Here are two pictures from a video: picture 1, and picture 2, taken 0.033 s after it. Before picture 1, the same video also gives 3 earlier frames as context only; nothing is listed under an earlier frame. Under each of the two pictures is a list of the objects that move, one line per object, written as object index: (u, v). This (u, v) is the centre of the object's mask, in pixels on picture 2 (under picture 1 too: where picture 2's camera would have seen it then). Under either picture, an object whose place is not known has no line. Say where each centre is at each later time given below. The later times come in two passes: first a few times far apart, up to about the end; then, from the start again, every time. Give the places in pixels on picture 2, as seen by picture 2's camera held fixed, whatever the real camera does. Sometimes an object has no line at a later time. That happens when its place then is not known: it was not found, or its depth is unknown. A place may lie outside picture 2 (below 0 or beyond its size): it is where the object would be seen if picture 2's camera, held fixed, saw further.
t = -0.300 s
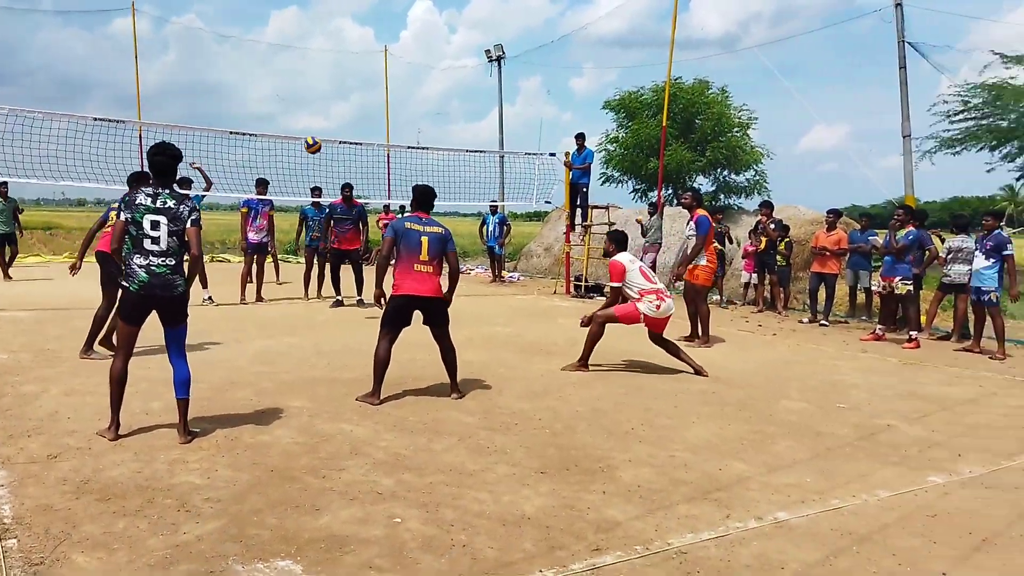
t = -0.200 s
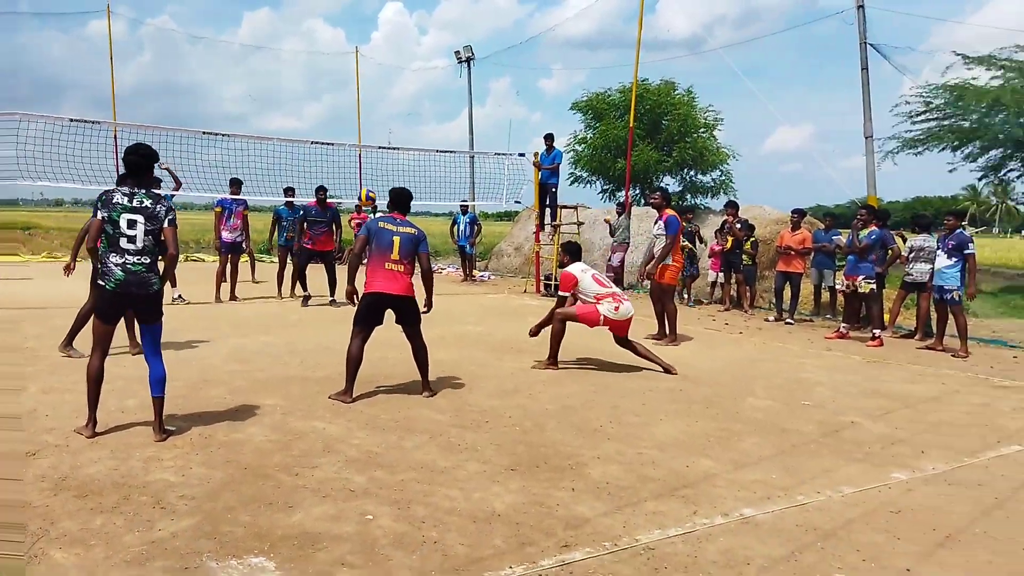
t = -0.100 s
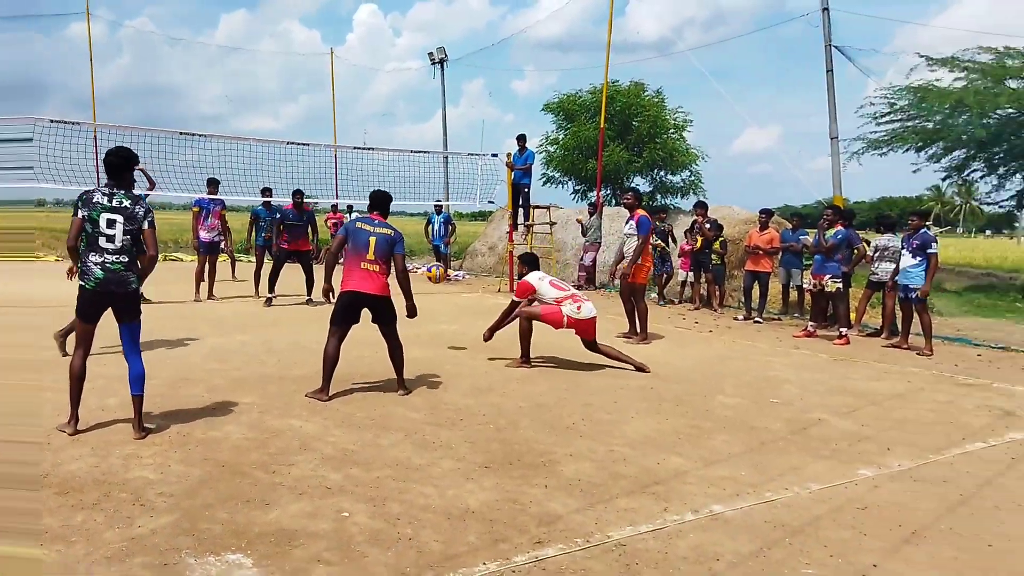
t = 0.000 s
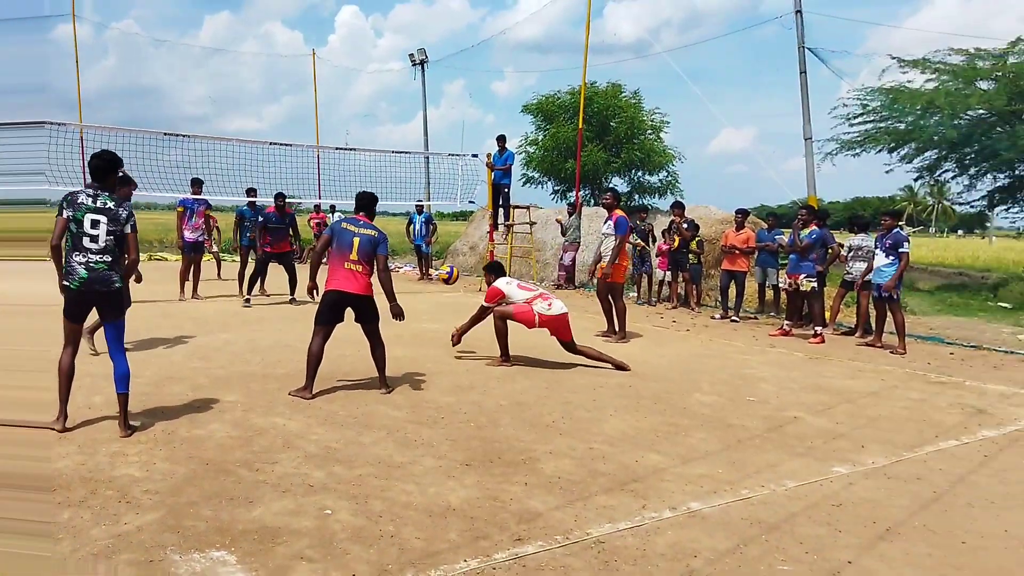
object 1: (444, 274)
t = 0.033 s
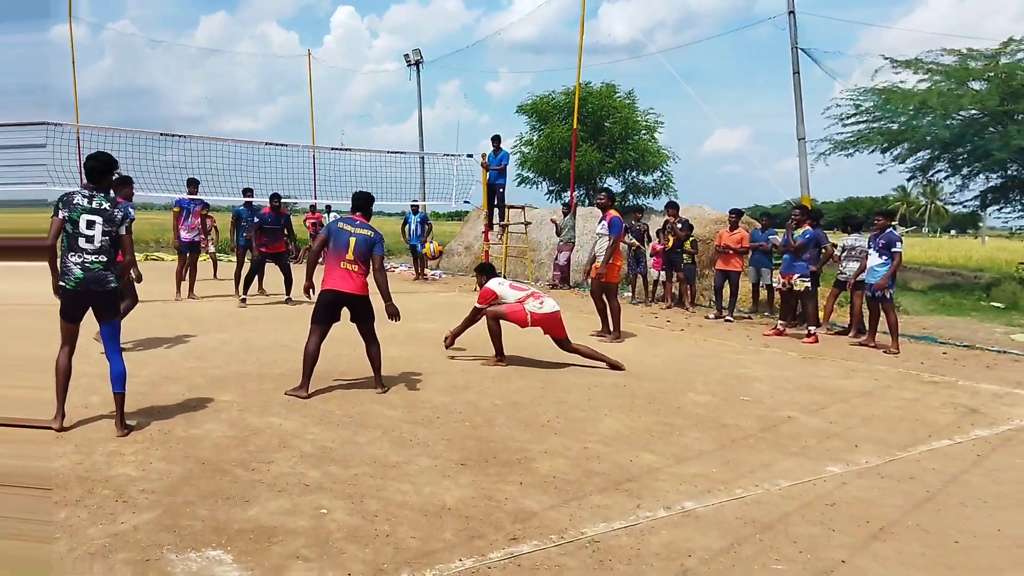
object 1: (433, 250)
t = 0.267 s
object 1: (363, 115)
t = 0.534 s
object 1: (294, 28)
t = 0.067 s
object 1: (422, 227)
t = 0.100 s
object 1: (411, 205)
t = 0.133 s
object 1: (402, 185)
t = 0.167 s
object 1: (392, 165)
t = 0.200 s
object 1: (382, 147)
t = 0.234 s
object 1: (373, 130)
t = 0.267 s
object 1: (363, 115)
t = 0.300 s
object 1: (354, 100)
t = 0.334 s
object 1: (346, 87)
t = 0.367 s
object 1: (337, 75)
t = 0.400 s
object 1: (328, 63)
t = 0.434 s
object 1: (319, 53)
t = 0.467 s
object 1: (311, 44)
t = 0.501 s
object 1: (303, 35)
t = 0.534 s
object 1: (294, 28)
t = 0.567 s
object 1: (285, 22)
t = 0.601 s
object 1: (277, 17)
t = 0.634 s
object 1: (269, 13)
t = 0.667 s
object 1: (261, 10)
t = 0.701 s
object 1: (253, 8)
